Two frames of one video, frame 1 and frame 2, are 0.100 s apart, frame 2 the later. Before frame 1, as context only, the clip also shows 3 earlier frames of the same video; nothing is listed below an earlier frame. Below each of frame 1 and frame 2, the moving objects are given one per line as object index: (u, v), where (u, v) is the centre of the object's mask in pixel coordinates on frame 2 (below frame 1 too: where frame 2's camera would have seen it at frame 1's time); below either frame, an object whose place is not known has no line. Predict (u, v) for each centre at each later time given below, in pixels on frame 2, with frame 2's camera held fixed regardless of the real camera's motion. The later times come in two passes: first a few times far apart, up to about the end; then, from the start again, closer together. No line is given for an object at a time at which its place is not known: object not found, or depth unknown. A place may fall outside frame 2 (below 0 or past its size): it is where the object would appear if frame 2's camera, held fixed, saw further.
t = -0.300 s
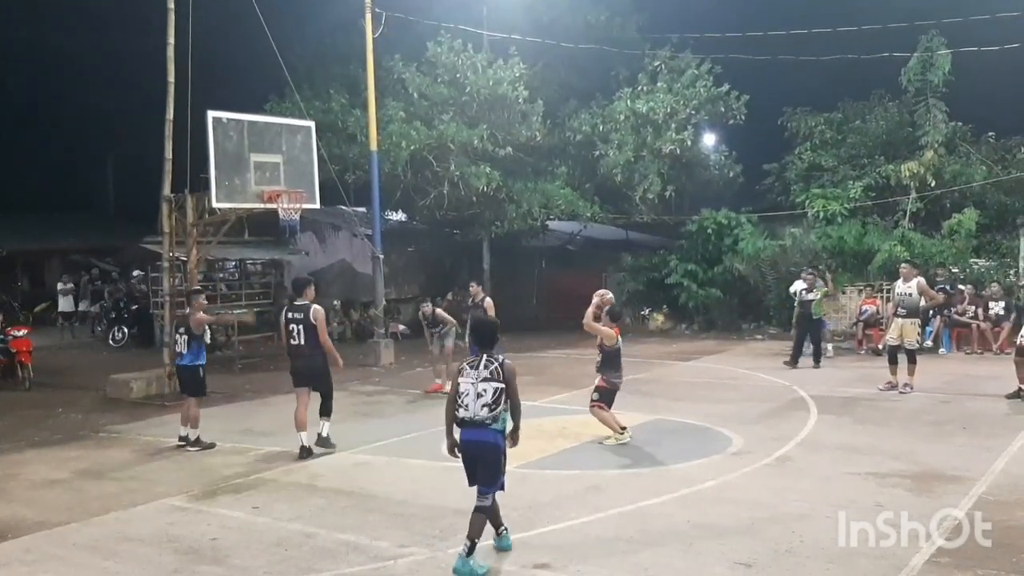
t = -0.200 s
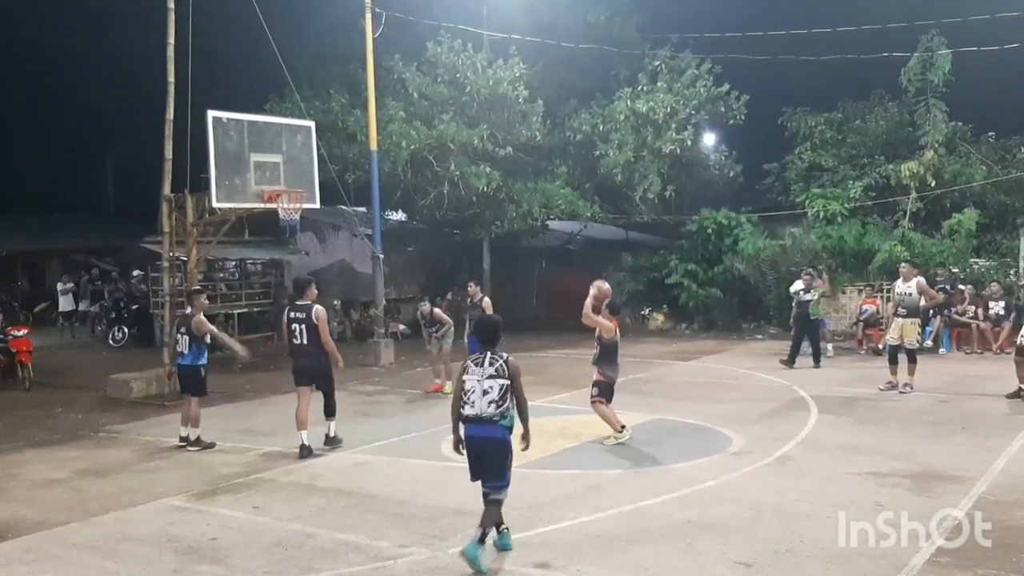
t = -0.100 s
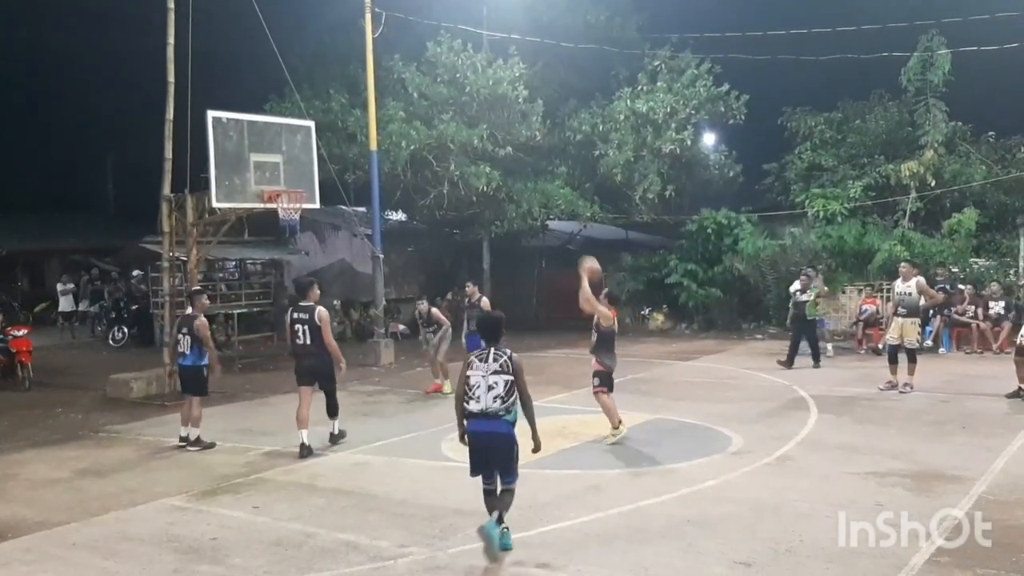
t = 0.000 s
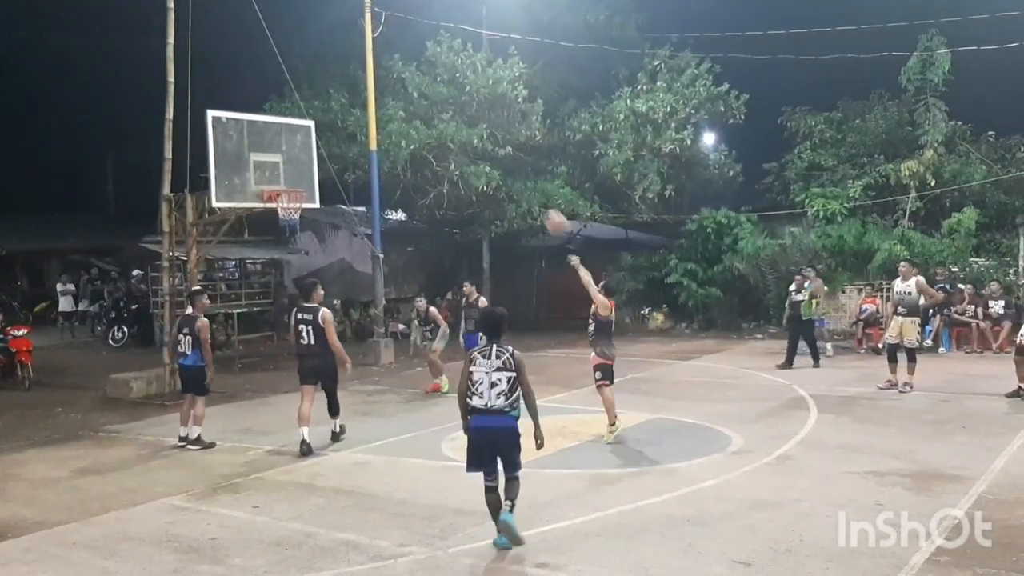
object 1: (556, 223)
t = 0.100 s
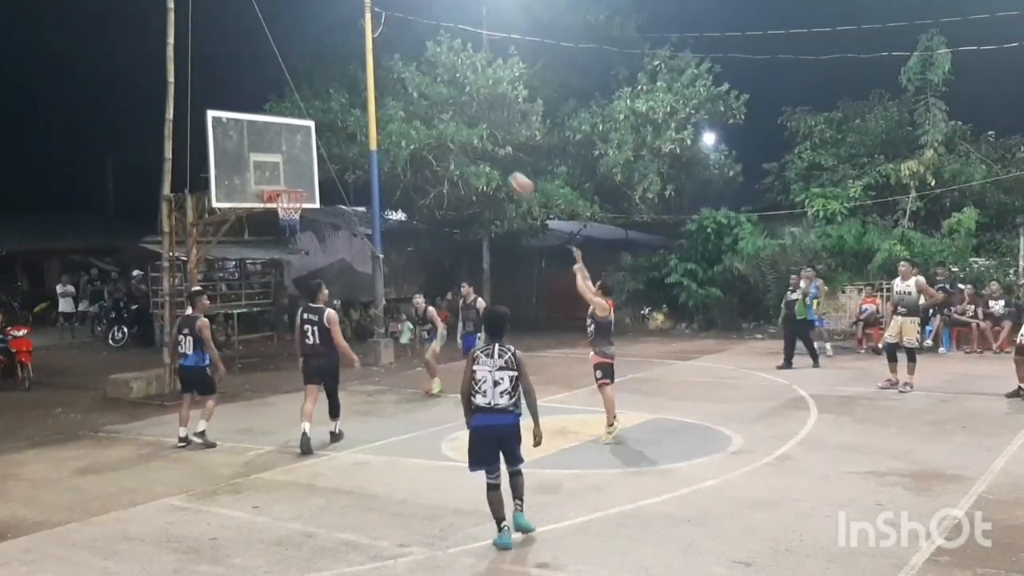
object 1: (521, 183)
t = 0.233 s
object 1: (475, 149)
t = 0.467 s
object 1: (404, 121)
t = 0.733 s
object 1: (331, 144)
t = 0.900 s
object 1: (292, 182)
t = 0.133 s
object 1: (509, 173)
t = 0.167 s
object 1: (498, 164)
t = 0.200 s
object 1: (486, 155)
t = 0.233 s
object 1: (475, 149)
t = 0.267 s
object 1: (464, 142)
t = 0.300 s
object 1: (453, 135)
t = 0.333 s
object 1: (443, 130)
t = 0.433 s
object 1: (413, 123)
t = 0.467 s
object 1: (404, 121)
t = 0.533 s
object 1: (385, 121)
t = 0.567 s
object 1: (375, 124)
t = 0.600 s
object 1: (365, 126)
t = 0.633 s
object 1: (357, 129)
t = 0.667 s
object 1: (349, 133)
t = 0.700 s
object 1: (340, 137)
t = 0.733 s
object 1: (331, 144)
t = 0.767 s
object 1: (324, 150)
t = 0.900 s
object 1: (292, 182)
